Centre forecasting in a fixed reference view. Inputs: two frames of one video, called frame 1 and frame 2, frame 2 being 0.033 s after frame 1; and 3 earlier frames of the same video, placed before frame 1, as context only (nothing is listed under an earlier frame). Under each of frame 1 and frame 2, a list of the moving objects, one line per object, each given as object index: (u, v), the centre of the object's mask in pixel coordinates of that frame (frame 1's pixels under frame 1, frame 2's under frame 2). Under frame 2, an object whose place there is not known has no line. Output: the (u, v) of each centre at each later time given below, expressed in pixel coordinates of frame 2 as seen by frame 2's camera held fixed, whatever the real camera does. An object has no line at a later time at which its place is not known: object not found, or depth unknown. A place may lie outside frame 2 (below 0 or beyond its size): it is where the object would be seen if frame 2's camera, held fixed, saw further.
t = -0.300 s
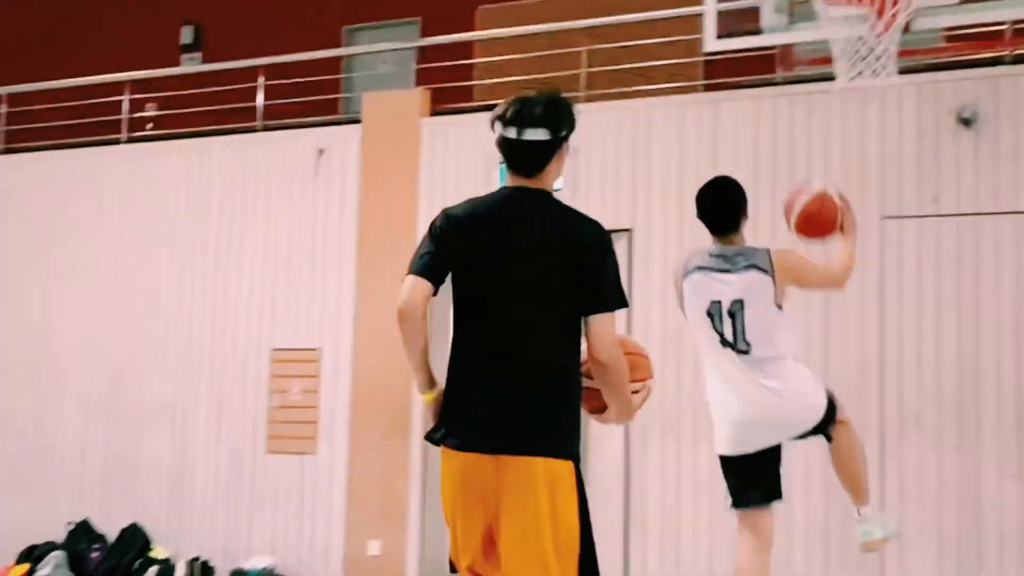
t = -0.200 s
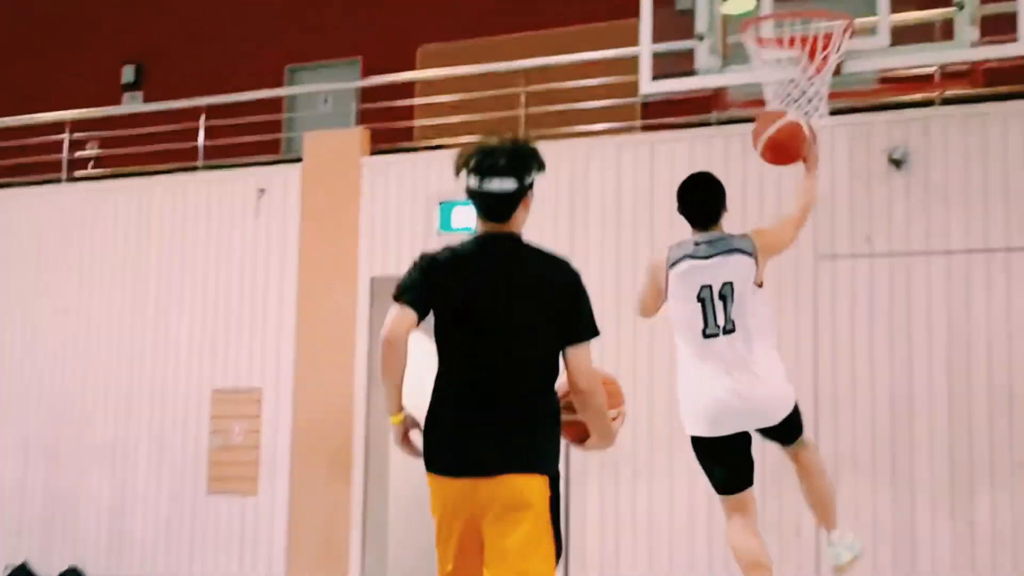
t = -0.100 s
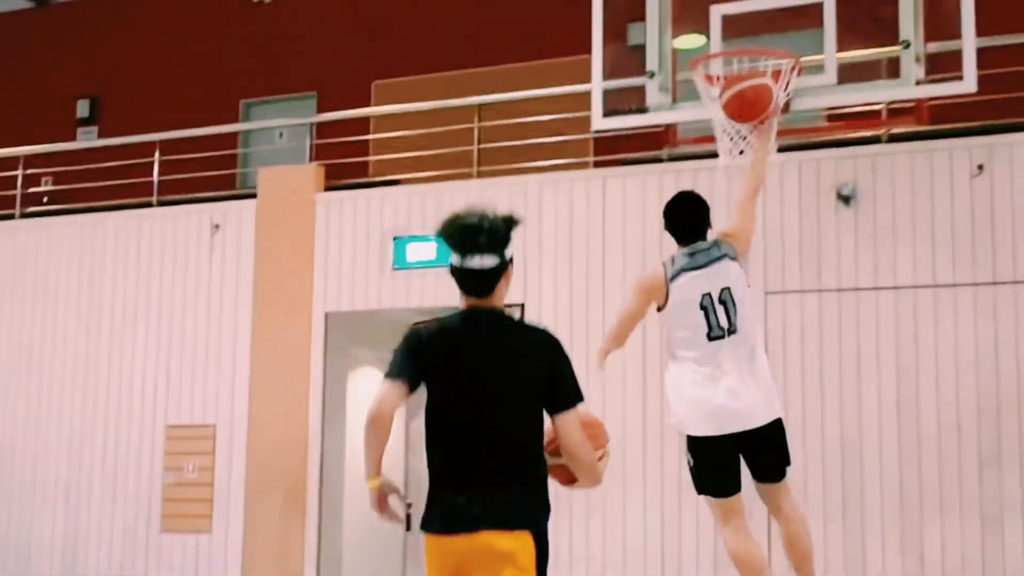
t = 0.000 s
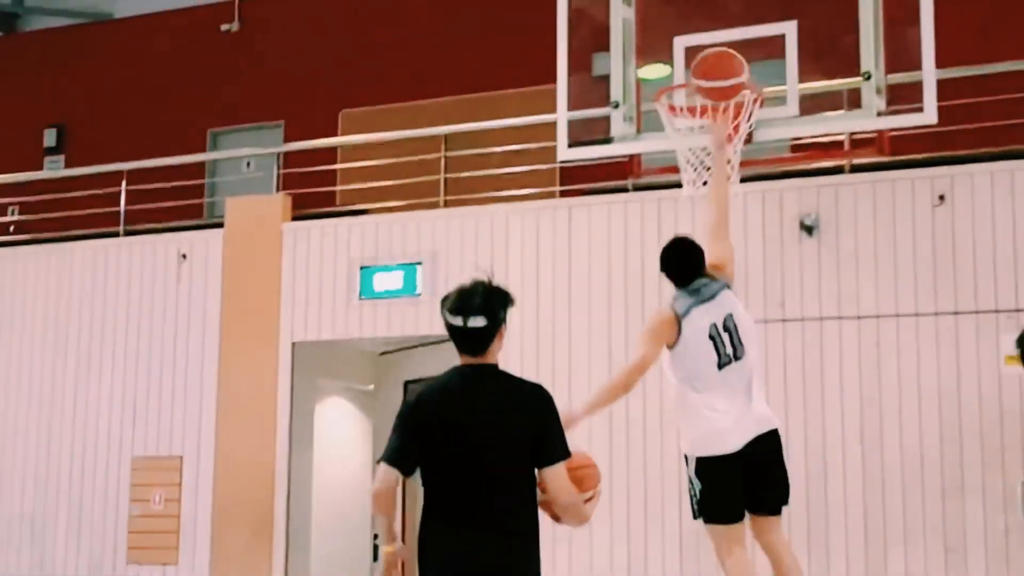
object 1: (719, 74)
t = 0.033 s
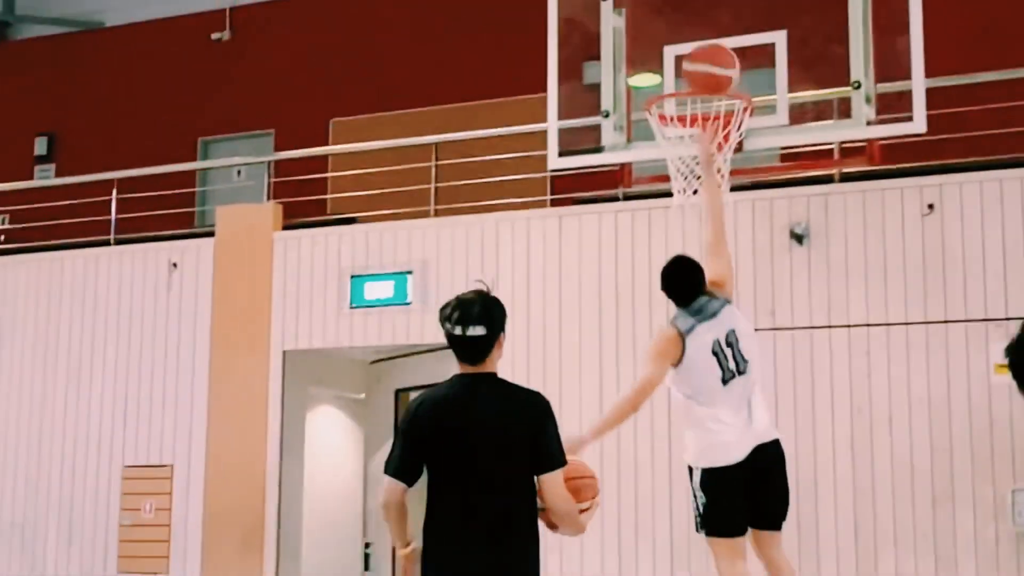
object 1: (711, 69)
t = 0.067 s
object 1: (712, 59)
